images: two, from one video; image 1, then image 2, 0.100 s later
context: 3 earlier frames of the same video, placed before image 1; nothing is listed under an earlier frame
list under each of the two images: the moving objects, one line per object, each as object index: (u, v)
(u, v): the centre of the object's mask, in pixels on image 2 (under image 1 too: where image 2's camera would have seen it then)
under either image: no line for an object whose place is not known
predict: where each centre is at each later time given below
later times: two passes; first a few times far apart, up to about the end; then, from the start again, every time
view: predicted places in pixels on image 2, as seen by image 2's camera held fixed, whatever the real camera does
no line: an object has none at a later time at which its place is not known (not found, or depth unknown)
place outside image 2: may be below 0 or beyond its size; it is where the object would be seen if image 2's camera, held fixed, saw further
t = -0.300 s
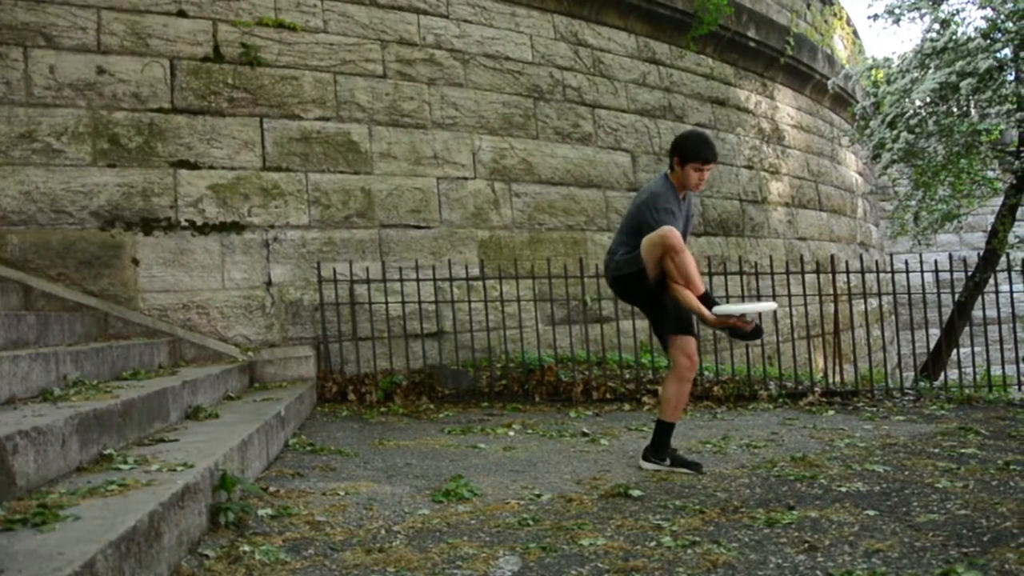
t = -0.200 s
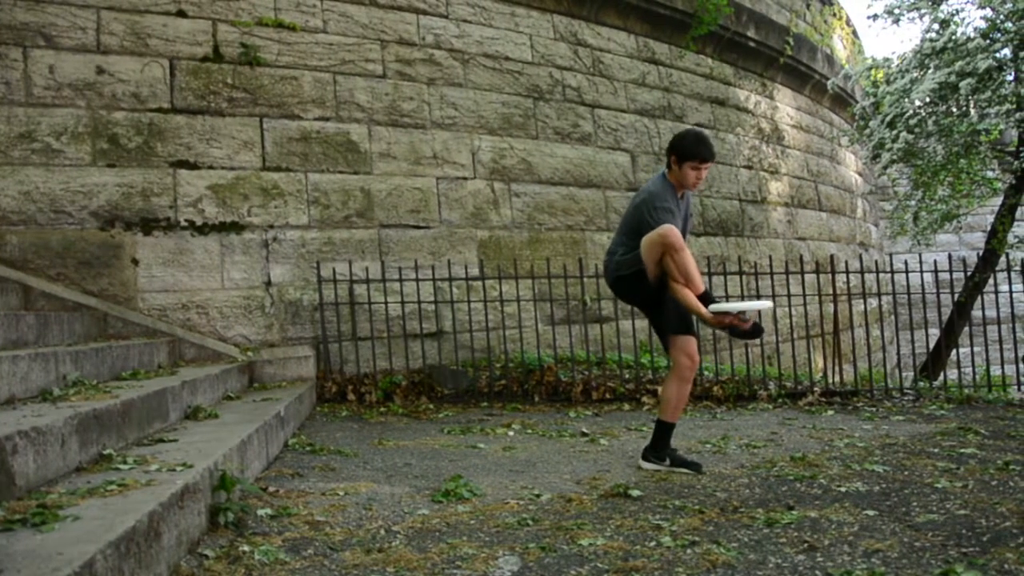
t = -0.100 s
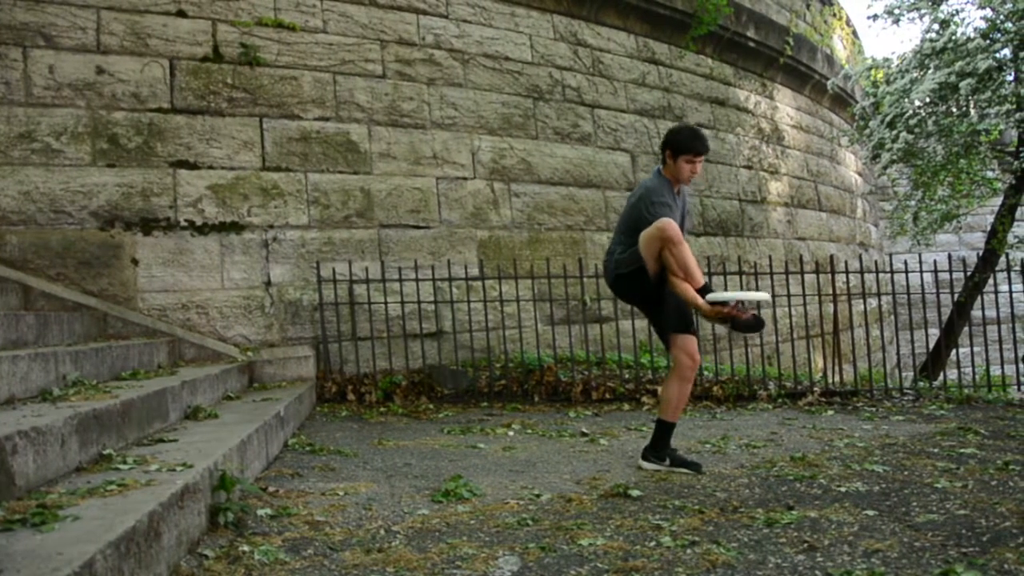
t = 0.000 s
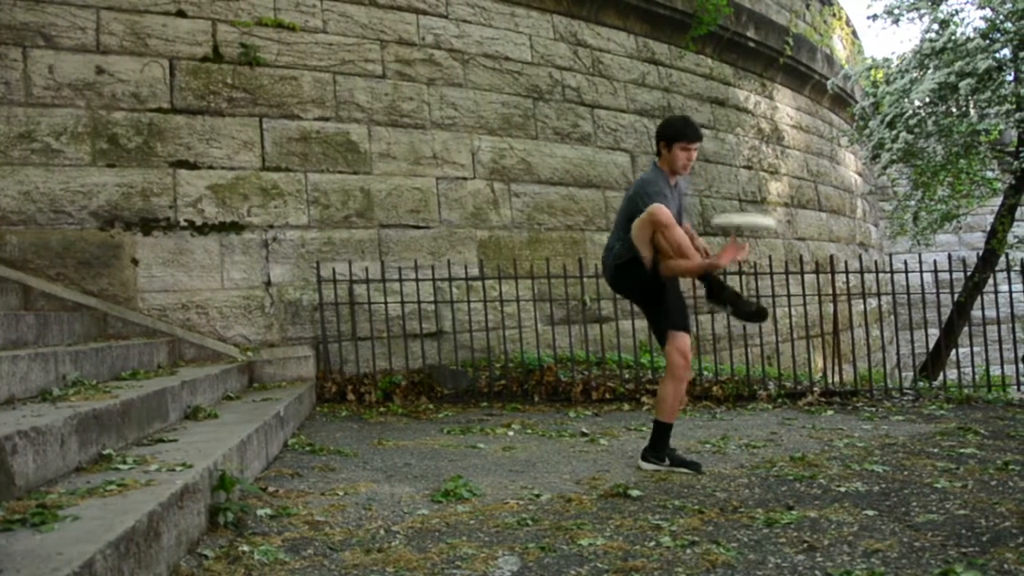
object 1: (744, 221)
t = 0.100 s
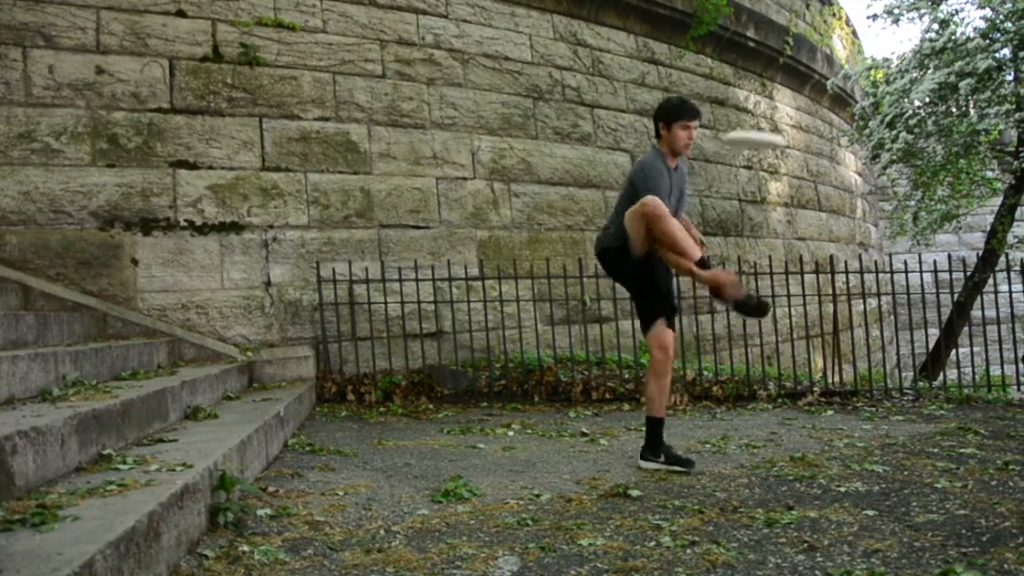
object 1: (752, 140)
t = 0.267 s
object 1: (771, 58)
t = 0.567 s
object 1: (813, 64)
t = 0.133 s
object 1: (756, 118)
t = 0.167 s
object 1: (761, 99)
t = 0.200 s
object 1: (765, 82)
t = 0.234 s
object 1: (768, 69)
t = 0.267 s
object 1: (771, 58)
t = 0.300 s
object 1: (777, 49)
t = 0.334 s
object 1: (780, 43)
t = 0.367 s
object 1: (786, 39)
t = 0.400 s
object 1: (789, 37)
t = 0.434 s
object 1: (794, 38)
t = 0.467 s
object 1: (799, 41)
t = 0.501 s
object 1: (803, 46)
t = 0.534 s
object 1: (808, 53)
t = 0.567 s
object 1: (813, 64)
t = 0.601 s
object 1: (820, 75)
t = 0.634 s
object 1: (827, 89)
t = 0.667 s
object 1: (834, 104)
